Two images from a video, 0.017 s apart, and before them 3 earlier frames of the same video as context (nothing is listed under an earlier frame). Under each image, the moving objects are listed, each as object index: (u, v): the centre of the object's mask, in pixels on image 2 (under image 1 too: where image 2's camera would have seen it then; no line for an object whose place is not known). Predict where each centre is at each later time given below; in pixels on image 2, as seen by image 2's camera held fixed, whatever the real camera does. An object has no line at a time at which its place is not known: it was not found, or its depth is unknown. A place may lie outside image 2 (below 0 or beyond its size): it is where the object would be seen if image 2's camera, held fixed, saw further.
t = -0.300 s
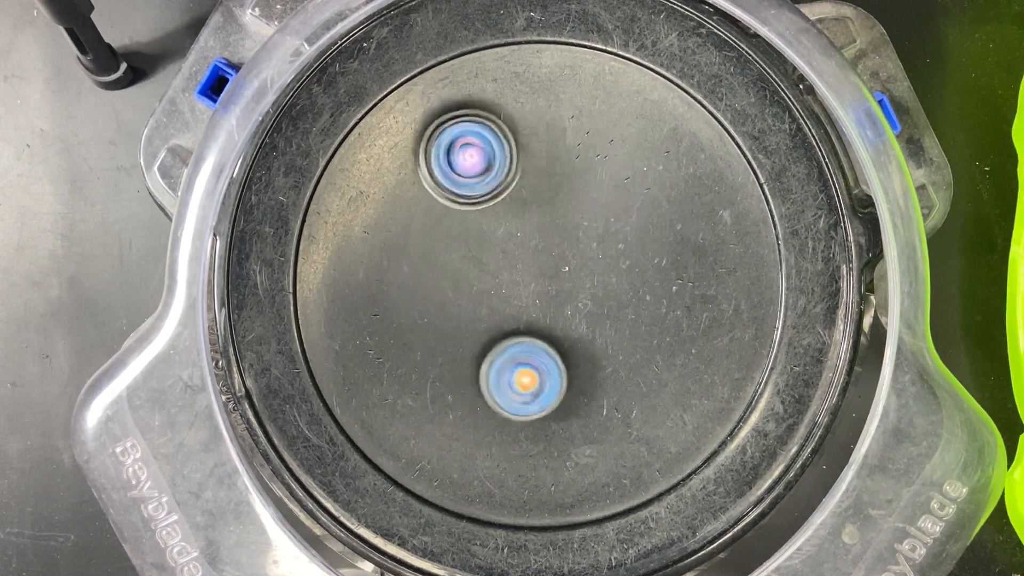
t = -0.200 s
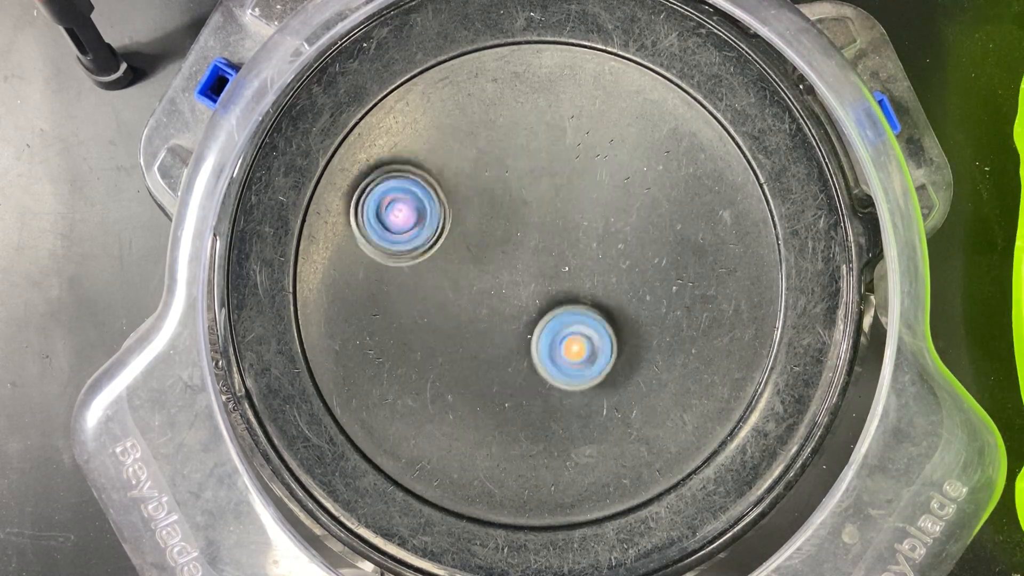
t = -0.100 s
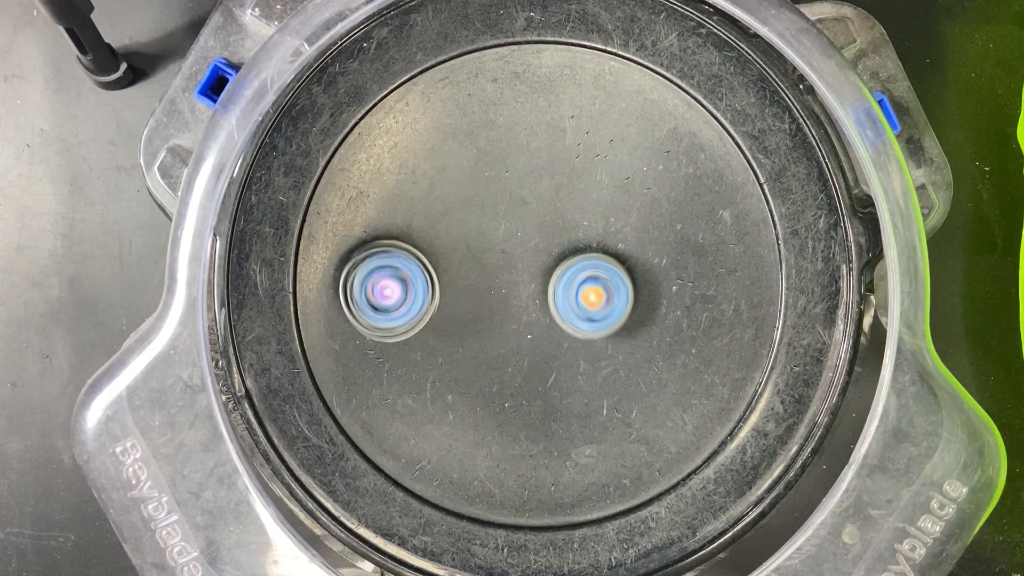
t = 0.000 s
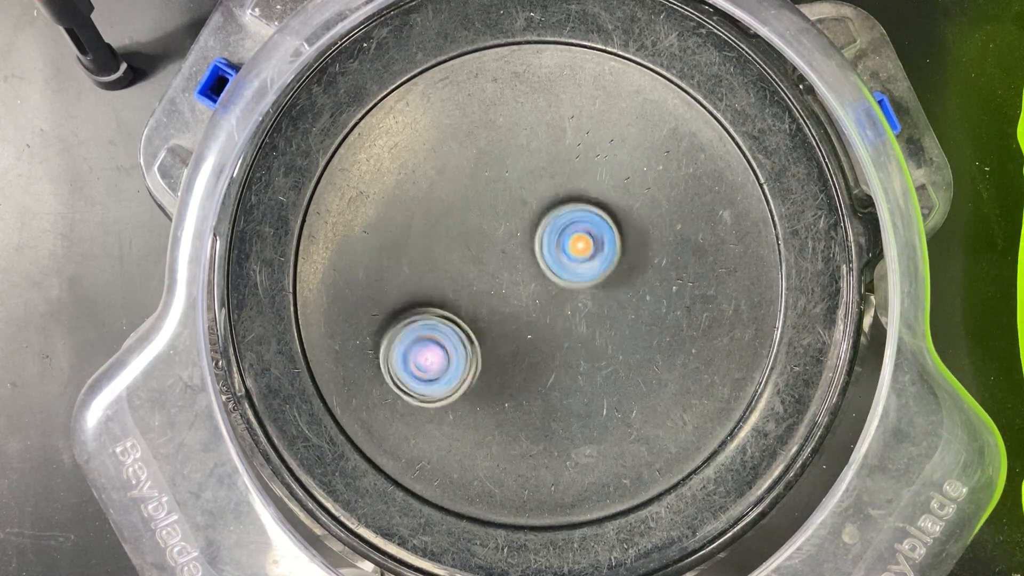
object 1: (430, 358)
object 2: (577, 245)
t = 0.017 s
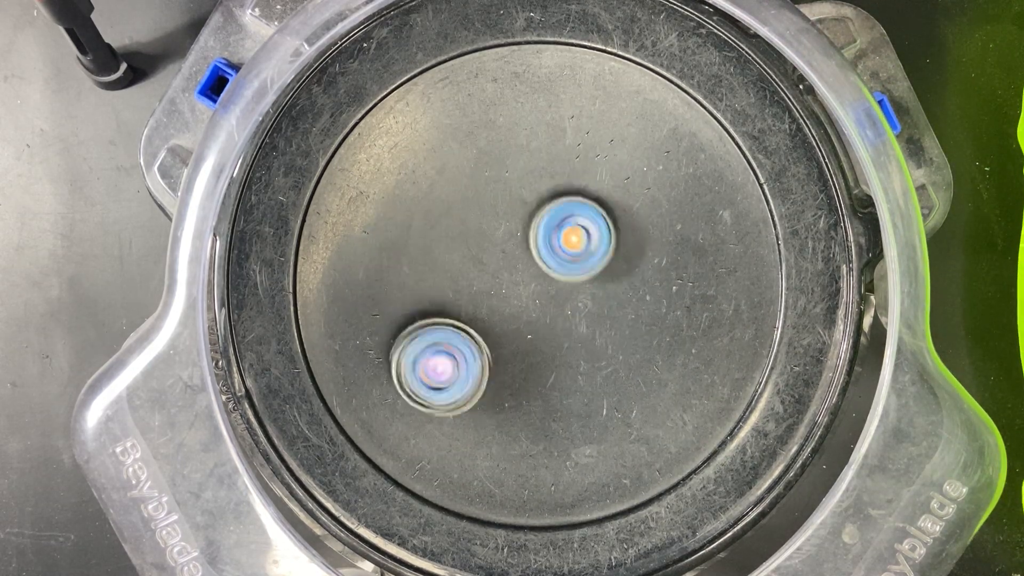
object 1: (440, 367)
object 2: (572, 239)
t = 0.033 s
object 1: (451, 375)
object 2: (567, 233)
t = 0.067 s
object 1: (475, 388)
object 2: (554, 223)
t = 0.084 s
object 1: (488, 393)
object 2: (547, 219)
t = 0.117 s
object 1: (513, 399)
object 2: (532, 213)
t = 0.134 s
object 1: (526, 401)
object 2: (525, 211)
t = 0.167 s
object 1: (552, 400)
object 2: (509, 211)
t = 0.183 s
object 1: (565, 398)
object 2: (502, 212)
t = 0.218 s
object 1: (588, 389)
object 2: (487, 216)
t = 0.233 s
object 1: (599, 382)
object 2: (480, 220)
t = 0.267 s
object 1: (618, 366)
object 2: (468, 230)
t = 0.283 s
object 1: (626, 356)
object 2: (462, 236)
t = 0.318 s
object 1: (639, 334)
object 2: (454, 250)
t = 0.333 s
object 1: (645, 324)
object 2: (452, 258)
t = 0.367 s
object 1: (653, 300)
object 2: (448, 274)
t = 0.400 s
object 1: (658, 275)
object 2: (447, 290)
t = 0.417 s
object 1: (658, 263)
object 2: (448, 299)
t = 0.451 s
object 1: (655, 239)
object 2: (454, 316)
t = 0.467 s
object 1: (652, 228)
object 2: (458, 323)
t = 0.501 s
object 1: (642, 206)
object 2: (469, 338)
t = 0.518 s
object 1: (635, 196)
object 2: (476, 344)
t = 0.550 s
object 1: (616, 180)
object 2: (491, 355)
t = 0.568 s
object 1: (606, 174)
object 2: (499, 359)
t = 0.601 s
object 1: (582, 165)
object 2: (516, 364)
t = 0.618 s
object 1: (570, 163)
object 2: (524, 366)
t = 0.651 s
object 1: (544, 164)
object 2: (541, 365)
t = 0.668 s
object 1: (531, 167)
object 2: (550, 363)
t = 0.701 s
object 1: (506, 176)
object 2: (565, 356)
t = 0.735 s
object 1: (482, 190)
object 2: (579, 345)
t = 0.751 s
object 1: (472, 199)
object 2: (584, 339)
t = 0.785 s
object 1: (455, 219)
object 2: (594, 324)
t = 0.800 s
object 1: (449, 231)
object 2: (598, 316)
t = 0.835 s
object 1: (439, 255)
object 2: (603, 299)
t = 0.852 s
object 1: (435, 268)
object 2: (604, 290)
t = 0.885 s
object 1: (432, 293)
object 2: (603, 272)
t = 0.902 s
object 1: (433, 305)
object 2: (602, 264)
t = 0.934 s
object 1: (437, 330)
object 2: (597, 248)
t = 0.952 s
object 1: (440, 342)
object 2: (593, 240)
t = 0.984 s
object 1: (450, 365)
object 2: (582, 227)
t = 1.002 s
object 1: (457, 376)
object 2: (575, 223)
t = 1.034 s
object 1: (472, 396)
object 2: (560, 214)
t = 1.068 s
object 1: (489, 413)
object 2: (544, 210)
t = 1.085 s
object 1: (498, 420)
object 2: (534, 210)
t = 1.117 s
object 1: (518, 432)
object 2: (517, 212)
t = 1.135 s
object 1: (528, 437)
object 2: (508, 215)
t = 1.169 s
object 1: (550, 442)
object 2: (492, 223)
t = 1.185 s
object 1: (561, 443)
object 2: (485, 229)
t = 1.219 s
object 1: (582, 441)
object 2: (472, 243)
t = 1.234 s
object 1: (592, 437)
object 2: (467, 251)
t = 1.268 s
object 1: (610, 426)
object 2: (460, 269)
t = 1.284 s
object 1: (618, 419)
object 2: (457, 279)
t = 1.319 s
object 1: (631, 402)
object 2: (456, 298)
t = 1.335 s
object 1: (636, 392)
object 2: (457, 308)
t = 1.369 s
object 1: (642, 371)
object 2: (462, 327)
